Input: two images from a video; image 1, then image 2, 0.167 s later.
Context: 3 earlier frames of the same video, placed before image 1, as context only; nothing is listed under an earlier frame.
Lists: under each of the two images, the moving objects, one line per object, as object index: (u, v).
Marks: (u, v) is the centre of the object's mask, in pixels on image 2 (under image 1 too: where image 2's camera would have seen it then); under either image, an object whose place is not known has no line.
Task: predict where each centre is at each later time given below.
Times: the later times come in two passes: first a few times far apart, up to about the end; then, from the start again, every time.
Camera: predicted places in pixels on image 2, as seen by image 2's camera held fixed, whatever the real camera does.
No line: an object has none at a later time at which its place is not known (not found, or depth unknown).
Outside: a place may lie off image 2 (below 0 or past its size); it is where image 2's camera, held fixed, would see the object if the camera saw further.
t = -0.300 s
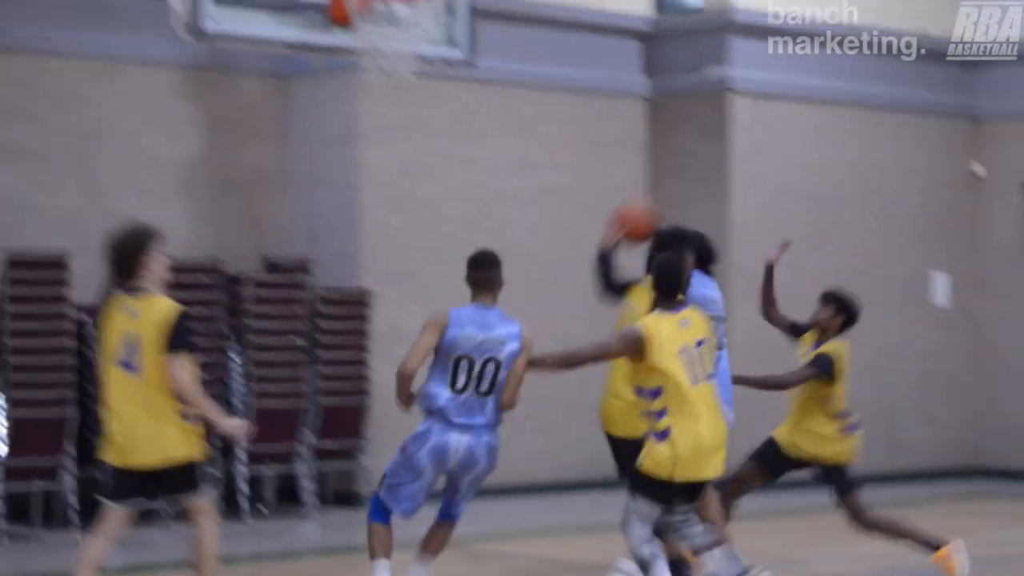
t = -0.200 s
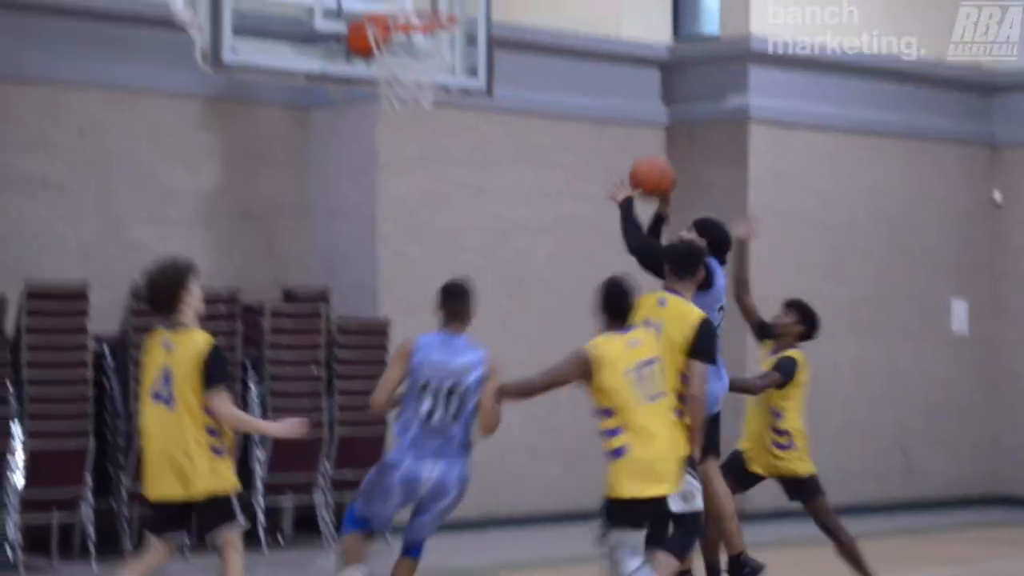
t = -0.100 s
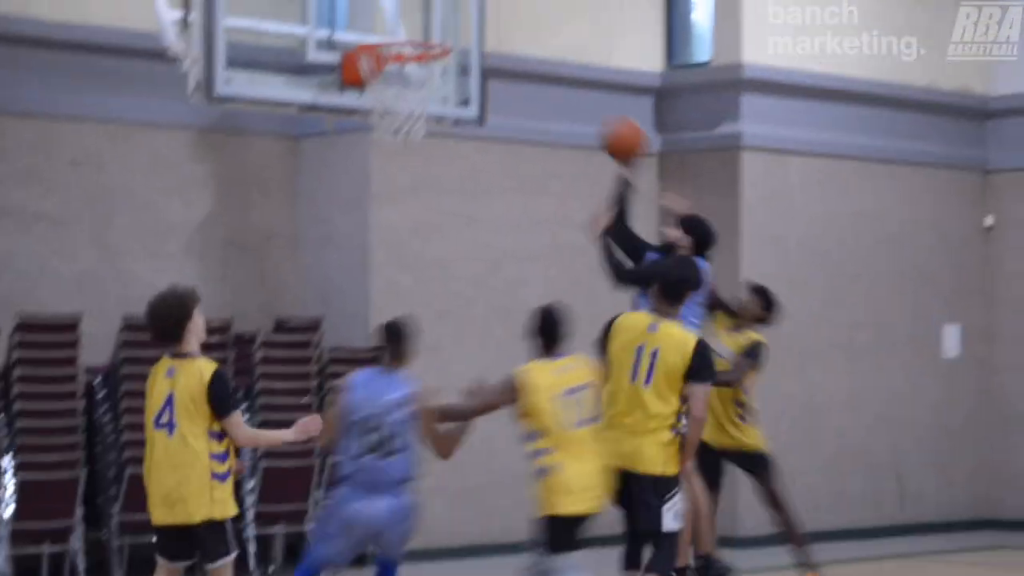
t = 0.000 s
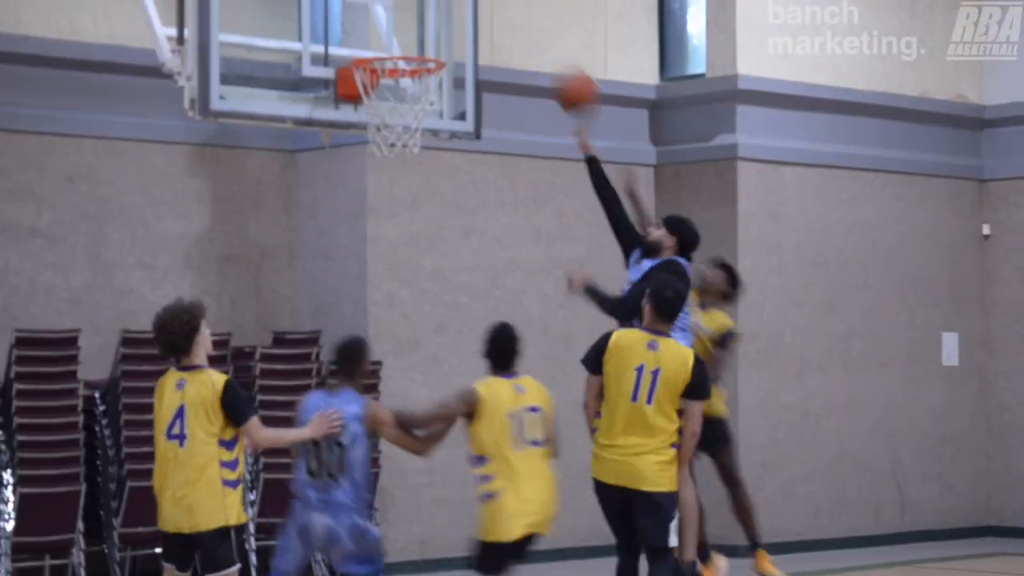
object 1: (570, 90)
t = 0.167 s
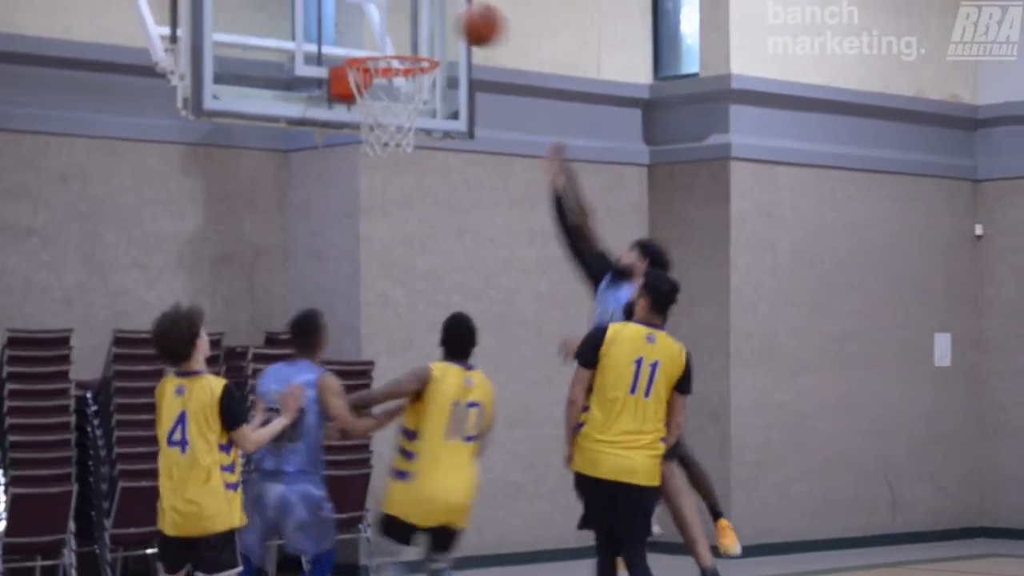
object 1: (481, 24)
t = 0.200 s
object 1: (462, 17)
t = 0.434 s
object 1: (405, 22)
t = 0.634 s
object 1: (406, 95)
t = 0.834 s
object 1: (401, 155)
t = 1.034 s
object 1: (394, 281)
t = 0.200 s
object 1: (462, 17)
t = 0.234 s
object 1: (446, 15)
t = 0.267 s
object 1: (427, 14)
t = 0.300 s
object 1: (410, 13)
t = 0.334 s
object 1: (404, 14)
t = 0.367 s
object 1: (405, 15)
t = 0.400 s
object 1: (405, 18)
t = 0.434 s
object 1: (405, 22)
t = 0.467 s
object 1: (405, 27)
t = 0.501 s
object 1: (405, 36)
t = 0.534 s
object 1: (405, 43)
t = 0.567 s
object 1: (405, 63)
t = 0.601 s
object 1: (405, 82)
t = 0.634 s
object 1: (406, 95)
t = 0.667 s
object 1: (406, 106)
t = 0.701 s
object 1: (405, 112)
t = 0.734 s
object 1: (403, 130)
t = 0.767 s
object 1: (403, 134)
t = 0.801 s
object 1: (403, 143)
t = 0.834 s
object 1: (401, 155)
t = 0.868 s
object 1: (400, 170)
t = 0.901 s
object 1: (398, 188)
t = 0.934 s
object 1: (396, 208)
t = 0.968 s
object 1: (396, 230)
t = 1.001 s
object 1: (395, 255)
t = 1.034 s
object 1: (394, 281)
